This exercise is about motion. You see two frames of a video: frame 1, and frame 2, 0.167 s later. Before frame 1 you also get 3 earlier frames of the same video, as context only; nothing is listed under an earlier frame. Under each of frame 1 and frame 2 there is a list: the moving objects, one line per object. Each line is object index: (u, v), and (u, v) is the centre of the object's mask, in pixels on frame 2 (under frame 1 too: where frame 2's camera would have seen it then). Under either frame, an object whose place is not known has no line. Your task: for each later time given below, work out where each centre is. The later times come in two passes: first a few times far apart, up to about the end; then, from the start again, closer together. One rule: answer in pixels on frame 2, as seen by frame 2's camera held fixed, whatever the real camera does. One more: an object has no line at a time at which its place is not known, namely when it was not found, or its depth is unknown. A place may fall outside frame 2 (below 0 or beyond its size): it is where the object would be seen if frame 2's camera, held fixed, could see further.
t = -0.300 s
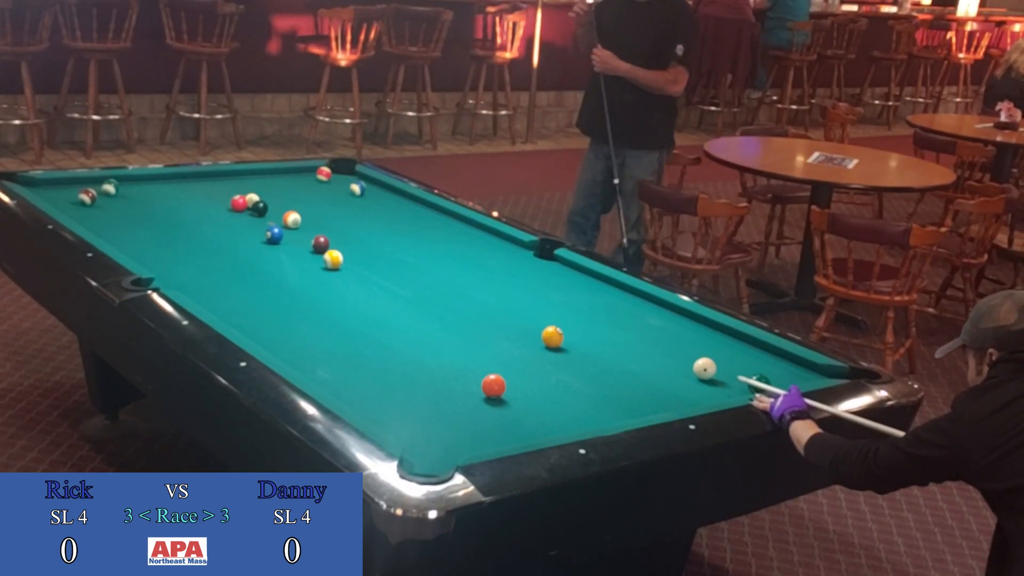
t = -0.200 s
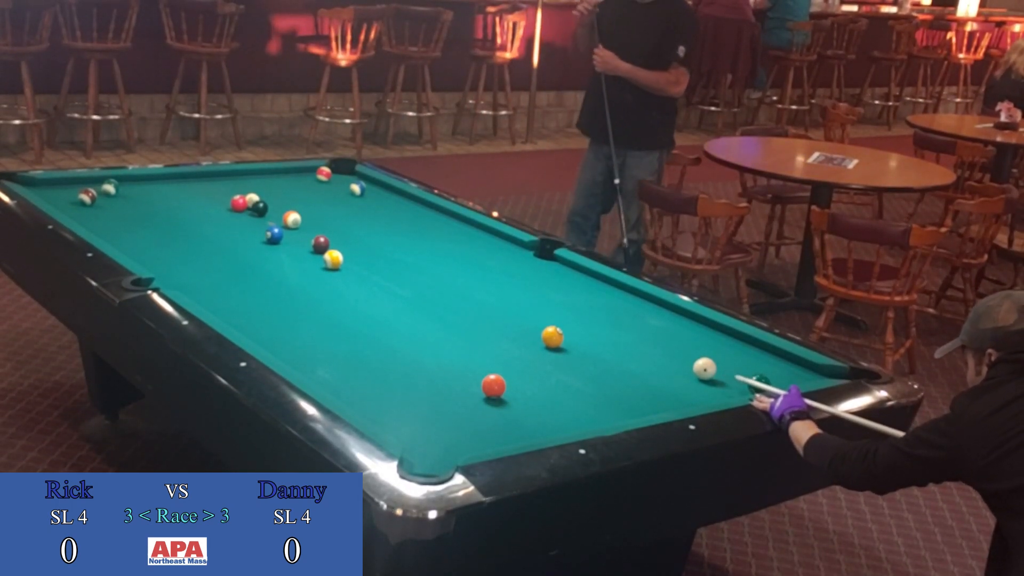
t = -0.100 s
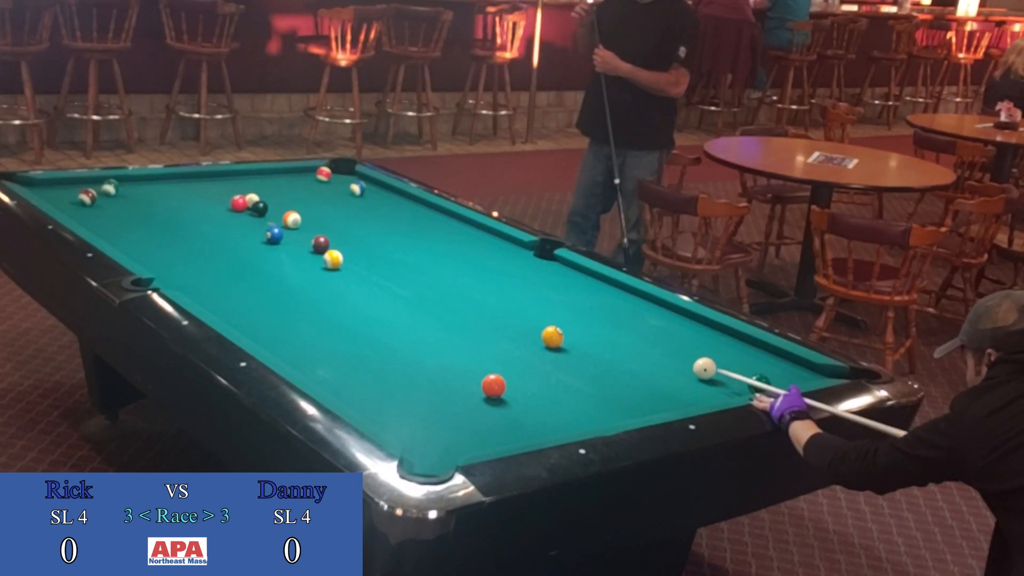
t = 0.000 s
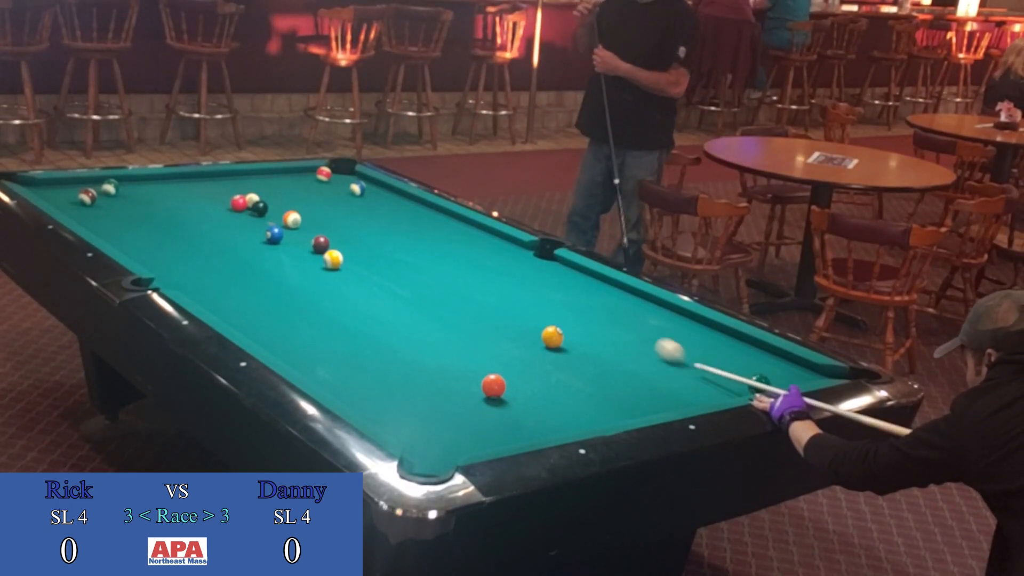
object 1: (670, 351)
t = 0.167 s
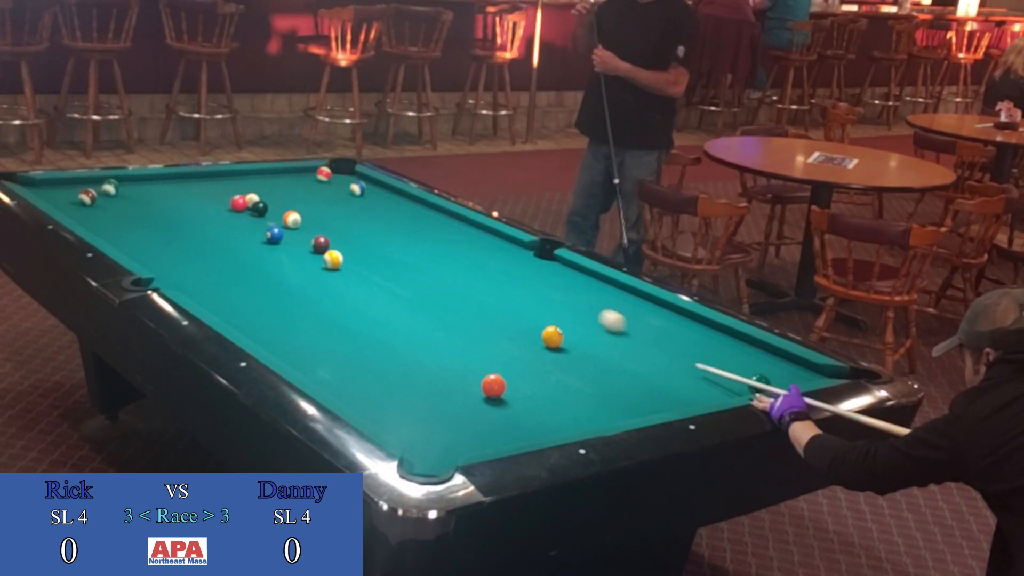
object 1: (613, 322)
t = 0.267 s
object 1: (581, 305)
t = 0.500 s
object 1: (516, 272)
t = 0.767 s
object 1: (453, 240)
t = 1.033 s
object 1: (399, 212)
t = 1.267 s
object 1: (357, 191)
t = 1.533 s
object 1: (321, 185)
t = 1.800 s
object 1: (286, 179)
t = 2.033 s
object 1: (258, 174)
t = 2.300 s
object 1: (245, 174)
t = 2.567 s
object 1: (242, 179)
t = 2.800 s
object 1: (240, 182)
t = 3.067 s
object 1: (238, 185)
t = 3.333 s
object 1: (235, 188)
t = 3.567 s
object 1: (233, 191)
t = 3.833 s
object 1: (231, 193)
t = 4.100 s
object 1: (229, 196)
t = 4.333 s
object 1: (227, 198)
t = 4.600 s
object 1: (225, 200)
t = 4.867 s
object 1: (224, 201)
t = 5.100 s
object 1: (223, 201)
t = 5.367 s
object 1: (223, 201)
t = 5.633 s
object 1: (223, 201)
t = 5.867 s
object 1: (223, 201)
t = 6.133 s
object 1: (223, 201)
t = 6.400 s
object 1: (223, 201)
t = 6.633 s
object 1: (223, 201)
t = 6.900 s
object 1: (223, 201)
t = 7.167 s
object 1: (223, 201)
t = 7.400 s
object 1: (223, 201)
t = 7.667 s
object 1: (223, 201)
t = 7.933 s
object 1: (223, 201)
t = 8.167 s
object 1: (223, 201)
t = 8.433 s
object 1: (223, 201)
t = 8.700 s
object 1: (223, 201)
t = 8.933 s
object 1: (223, 201)
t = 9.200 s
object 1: (223, 201)
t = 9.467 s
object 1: (223, 201)
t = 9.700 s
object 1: (223, 201)
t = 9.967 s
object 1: (223, 201)
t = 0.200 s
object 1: (602, 316)
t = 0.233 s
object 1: (591, 311)
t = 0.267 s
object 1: (581, 305)
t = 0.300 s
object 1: (572, 300)
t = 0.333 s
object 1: (562, 295)
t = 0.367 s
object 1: (552, 291)
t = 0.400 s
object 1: (543, 286)
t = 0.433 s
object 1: (534, 281)
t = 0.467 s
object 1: (525, 277)
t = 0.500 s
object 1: (516, 272)
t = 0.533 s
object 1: (508, 268)
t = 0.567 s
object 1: (500, 264)
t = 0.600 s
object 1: (491, 259)
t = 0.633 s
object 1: (483, 255)
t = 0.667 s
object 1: (476, 251)
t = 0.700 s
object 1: (468, 248)
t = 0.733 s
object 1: (460, 243)
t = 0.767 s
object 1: (453, 240)
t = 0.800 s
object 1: (446, 236)
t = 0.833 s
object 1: (439, 232)
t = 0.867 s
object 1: (432, 229)
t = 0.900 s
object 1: (425, 225)
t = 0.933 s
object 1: (418, 222)
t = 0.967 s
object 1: (411, 218)
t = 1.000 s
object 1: (405, 215)
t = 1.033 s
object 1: (399, 212)
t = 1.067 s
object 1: (392, 209)
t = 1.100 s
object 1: (386, 205)
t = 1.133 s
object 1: (380, 202)
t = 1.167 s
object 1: (374, 199)
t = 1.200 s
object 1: (368, 196)
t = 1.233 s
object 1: (363, 193)
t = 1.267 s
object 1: (357, 191)
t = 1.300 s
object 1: (353, 191)
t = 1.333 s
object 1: (349, 190)
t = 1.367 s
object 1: (344, 190)
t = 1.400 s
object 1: (339, 189)
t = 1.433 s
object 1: (335, 188)
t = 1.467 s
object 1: (330, 187)
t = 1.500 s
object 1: (326, 186)
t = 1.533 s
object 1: (321, 185)
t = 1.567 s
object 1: (317, 184)
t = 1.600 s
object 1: (312, 184)
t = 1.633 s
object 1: (308, 183)
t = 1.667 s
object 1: (303, 182)
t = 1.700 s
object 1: (299, 181)
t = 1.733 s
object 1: (295, 181)
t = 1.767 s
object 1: (291, 180)
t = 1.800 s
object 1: (286, 179)
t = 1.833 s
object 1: (282, 178)
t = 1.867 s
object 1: (278, 178)
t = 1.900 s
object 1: (274, 177)
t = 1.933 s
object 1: (270, 176)
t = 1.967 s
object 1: (266, 175)
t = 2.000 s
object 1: (262, 174)
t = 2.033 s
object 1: (258, 174)
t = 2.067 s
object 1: (253, 173)
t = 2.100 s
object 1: (250, 172)
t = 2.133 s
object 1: (247, 172)
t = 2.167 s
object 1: (246, 172)
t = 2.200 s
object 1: (246, 173)
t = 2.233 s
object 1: (246, 173)
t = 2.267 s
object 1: (245, 174)
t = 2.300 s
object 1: (245, 174)
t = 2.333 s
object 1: (245, 175)
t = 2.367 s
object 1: (244, 175)
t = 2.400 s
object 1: (244, 176)
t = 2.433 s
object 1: (244, 176)
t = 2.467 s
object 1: (243, 177)
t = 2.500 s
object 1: (243, 178)
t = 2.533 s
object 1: (243, 178)
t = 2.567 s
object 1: (242, 179)
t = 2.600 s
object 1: (242, 179)
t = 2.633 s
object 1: (242, 179)
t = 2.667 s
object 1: (241, 180)
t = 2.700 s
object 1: (241, 181)
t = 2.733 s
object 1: (241, 181)
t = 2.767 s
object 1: (240, 181)
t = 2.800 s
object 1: (240, 182)
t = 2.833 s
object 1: (240, 182)
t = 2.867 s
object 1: (239, 183)
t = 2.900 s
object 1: (239, 183)
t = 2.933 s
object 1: (239, 183)
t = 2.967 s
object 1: (238, 184)
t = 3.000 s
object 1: (238, 185)
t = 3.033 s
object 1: (238, 185)
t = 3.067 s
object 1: (238, 185)
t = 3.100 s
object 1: (237, 186)
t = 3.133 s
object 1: (237, 186)
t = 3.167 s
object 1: (237, 187)
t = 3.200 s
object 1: (236, 187)
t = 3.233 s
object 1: (236, 187)
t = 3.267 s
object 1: (236, 188)
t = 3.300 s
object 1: (235, 188)
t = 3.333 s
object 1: (235, 188)
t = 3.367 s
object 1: (235, 189)
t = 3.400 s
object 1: (234, 189)
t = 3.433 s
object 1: (234, 189)
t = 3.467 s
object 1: (234, 190)
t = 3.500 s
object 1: (233, 190)
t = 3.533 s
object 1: (233, 191)
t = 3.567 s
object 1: (233, 191)
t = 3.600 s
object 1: (233, 191)
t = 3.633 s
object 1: (232, 192)
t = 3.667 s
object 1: (232, 192)
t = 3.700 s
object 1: (232, 192)
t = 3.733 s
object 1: (232, 193)
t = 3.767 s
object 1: (232, 193)
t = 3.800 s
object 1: (231, 193)
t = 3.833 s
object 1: (231, 193)
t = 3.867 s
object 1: (231, 194)
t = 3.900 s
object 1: (230, 194)
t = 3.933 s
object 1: (230, 194)
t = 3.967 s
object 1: (230, 195)
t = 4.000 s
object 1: (230, 195)
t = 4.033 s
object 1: (229, 195)
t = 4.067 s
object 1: (229, 195)
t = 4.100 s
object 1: (229, 196)
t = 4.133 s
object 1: (229, 196)
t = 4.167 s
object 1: (228, 196)
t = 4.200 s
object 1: (228, 197)
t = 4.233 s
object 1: (228, 197)
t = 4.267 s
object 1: (227, 197)
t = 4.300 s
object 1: (227, 198)
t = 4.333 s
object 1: (227, 198)
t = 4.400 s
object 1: (227, 198)
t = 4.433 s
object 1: (227, 199)
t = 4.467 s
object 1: (226, 199)
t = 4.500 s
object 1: (226, 199)
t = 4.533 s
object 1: (226, 199)
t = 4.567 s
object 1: (226, 199)
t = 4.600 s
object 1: (225, 200)
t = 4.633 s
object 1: (225, 200)
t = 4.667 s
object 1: (225, 200)
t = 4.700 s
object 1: (225, 200)
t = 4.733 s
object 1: (224, 200)
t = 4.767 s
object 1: (224, 200)
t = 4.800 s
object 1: (224, 201)
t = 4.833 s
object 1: (224, 201)
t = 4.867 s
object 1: (224, 201)
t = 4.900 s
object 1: (223, 201)
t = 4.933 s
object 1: (223, 201)
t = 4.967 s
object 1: (223, 201)
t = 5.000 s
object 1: (223, 201)
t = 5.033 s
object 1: (223, 201)
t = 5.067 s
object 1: (223, 201)
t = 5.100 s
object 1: (223, 201)
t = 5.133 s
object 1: (223, 201)
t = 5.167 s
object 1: (223, 201)
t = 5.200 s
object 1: (223, 201)
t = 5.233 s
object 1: (223, 201)
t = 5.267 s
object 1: (223, 201)
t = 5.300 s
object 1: (223, 201)
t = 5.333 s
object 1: (223, 201)
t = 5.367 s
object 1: (223, 201)
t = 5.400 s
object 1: (223, 201)
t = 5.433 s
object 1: (223, 201)
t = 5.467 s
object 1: (223, 201)
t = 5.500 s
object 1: (223, 201)
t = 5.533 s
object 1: (223, 201)
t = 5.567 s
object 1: (223, 201)
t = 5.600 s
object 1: (223, 201)
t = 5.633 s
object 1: (223, 201)
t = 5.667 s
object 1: (223, 201)
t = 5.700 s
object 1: (223, 201)
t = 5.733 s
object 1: (223, 201)
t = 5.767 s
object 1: (223, 201)
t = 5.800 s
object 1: (223, 201)
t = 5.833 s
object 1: (223, 201)
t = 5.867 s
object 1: (223, 201)
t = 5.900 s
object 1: (223, 201)
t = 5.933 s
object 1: (223, 201)
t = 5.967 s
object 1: (223, 201)
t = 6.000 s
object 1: (223, 201)
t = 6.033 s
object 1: (223, 201)
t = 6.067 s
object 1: (223, 201)
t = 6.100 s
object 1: (223, 201)
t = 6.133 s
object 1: (223, 201)
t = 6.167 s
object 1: (223, 201)
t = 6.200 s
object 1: (223, 201)
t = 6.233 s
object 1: (223, 201)
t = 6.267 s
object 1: (223, 201)
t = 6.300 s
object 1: (223, 201)
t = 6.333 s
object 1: (223, 201)
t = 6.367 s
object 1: (223, 201)
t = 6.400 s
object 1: (223, 201)
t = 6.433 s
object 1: (223, 201)
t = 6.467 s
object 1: (223, 201)
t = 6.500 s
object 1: (223, 201)
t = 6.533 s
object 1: (223, 201)
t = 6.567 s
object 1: (223, 201)
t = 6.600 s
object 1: (223, 201)
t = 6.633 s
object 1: (223, 201)
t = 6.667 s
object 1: (223, 201)
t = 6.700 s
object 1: (223, 201)
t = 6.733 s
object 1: (223, 201)
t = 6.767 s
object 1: (223, 201)
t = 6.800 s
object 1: (223, 201)
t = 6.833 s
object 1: (223, 201)
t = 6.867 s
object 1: (223, 201)
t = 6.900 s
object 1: (223, 201)
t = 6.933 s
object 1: (223, 201)
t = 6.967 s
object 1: (223, 201)
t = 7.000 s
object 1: (223, 201)
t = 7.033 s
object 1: (223, 201)
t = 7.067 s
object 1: (223, 201)
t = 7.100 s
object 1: (223, 201)
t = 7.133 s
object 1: (223, 201)
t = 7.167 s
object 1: (223, 201)
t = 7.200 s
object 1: (223, 201)
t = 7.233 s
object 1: (223, 201)
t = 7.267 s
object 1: (223, 201)
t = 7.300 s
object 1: (223, 201)
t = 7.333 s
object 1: (223, 201)
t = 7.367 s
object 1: (223, 201)
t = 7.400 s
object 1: (223, 201)
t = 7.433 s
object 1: (223, 201)
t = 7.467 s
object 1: (223, 201)
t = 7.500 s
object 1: (223, 201)
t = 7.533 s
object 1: (223, 201)
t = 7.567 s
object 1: (223, 201)
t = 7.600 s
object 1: (223, 201)
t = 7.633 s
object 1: (223, 201)
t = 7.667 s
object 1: (223, 201)
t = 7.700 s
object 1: (223, 201)
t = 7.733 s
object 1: (223, 201)
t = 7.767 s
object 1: (223, 201)
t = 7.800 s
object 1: (223, 201)
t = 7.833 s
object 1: (223, 201)
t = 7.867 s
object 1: (223, 201)
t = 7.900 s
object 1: (223, 201)
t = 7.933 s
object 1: (223, 201)
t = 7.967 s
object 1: (223, 201)
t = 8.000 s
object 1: (223, 201)
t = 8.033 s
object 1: (223, 201)
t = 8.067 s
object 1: (223, 201)
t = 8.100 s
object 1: (223, 201)
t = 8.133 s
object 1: (223, 201)
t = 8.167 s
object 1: (223, 201)
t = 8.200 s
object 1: (223, 201)
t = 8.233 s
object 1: (223, 201)
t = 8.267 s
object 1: (223, 201)
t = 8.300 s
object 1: (223, 201)
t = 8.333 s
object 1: (223, 201)
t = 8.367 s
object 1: (223, 201)
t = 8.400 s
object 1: (223, 201)
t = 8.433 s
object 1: (223, 201)
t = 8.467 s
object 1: (223, 201)
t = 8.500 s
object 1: (223, 201)
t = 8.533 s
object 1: (223, 201)
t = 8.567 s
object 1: (223, 201)
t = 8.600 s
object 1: (223, 201)
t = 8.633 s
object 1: (223, 201)
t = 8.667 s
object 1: (223, 201)
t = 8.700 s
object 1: (223, 201)
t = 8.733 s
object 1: (223, 201)
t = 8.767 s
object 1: (223, 201)
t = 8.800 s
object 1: (223, 201)
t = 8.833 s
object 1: (223, 201)
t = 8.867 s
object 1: (223, 201)
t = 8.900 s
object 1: (223, 201)
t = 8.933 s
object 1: (223, 201)
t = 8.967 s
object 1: (223, 201)
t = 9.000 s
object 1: (223, 201)
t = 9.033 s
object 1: (223, 201)
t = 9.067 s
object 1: (223, 201)
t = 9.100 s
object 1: (223, 201)
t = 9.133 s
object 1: (223, 201)
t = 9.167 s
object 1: (223, 201)
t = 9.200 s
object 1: (223, 201)
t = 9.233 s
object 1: (223, 201)
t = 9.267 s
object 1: (223, 201)
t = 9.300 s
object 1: (223, 201)
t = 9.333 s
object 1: (223, 201)
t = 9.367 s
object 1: (223, 201)
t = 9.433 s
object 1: (223, 201)
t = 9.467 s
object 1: (223, 201)
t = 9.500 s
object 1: (223, 201)
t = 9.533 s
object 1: (223, 201)
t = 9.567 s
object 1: (223, 201)
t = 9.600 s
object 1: (223, 201)
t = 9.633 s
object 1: (223, 201)
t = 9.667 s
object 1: (223, 201)
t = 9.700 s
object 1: (223, 201)
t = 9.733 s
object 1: (223, 201)
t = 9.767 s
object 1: (223, 201)
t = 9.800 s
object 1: (223, 201)
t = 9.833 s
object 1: (223, 201)
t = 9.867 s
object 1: (223, 201)
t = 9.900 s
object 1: (223, 201)
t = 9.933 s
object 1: (223, 201)
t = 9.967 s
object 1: (223, 201)
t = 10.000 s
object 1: (223, 201)
